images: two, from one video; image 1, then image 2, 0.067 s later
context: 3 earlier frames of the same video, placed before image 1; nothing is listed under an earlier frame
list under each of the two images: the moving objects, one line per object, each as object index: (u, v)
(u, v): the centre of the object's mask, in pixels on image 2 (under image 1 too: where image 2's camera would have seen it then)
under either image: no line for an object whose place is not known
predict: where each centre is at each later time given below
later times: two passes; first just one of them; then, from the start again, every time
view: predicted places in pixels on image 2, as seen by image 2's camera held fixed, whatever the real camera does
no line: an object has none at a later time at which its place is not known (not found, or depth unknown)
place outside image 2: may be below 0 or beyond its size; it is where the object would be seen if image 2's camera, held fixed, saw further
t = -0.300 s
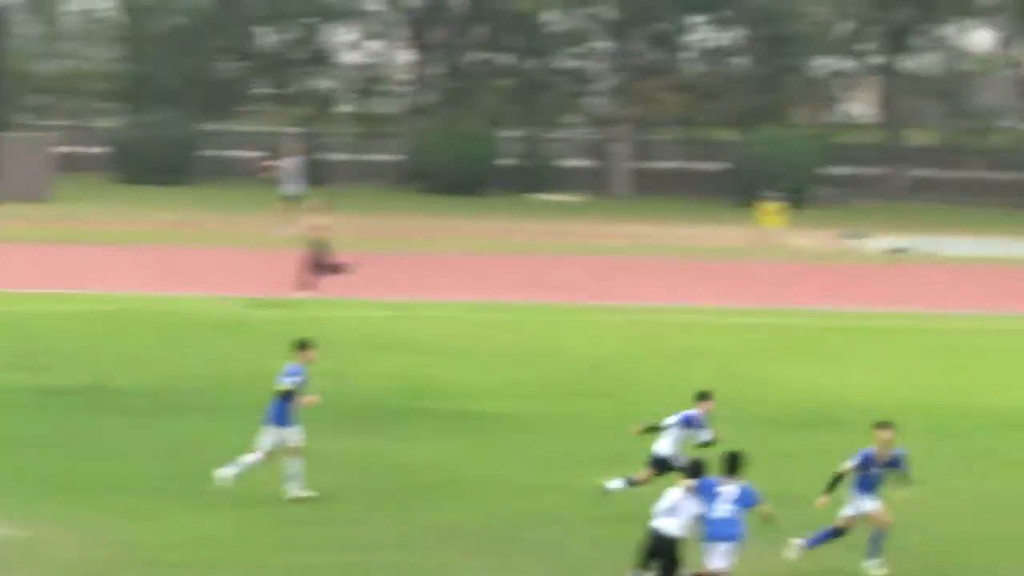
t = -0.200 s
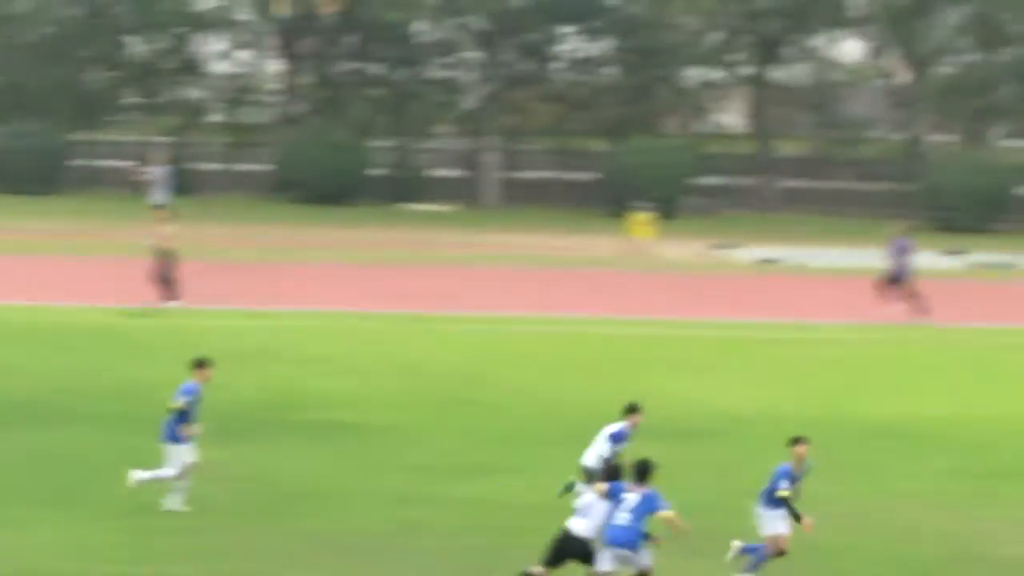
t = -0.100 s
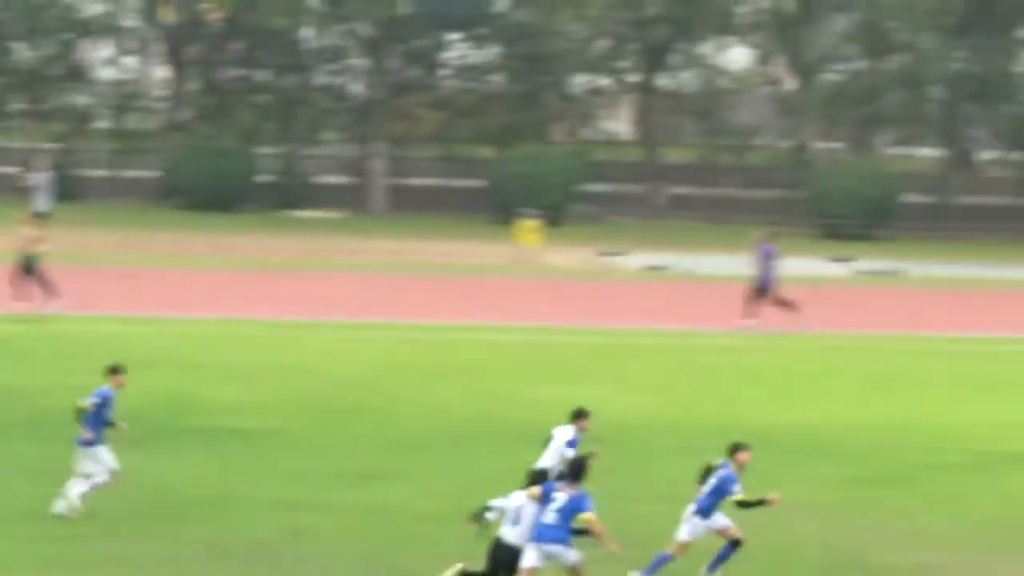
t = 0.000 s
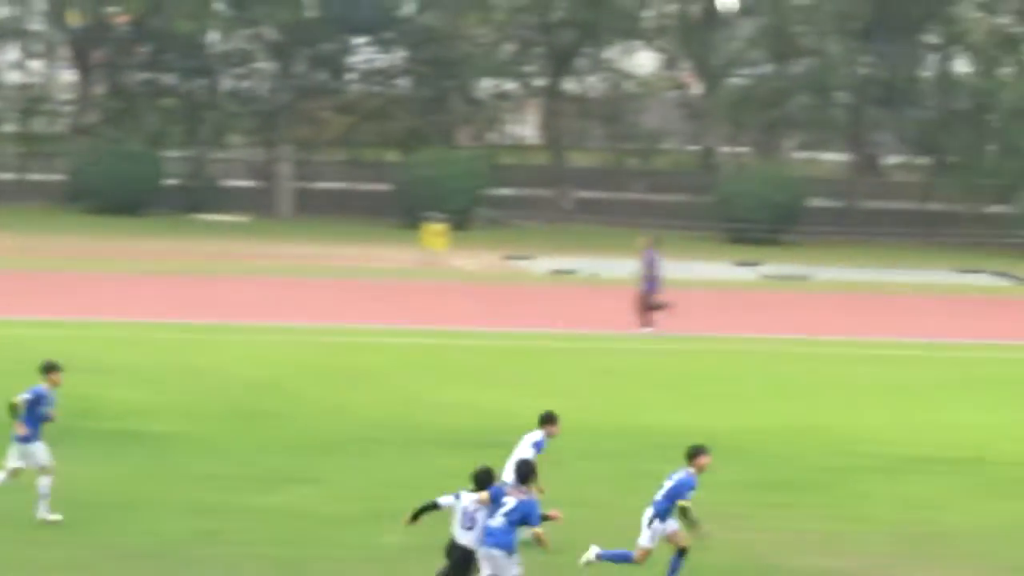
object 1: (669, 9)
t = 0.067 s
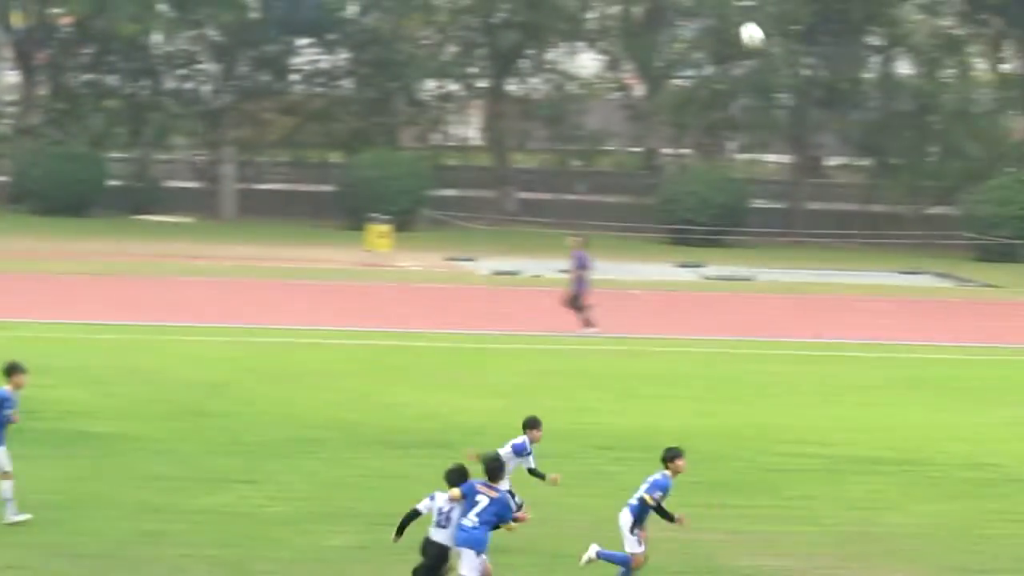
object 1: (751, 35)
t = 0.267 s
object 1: (1008, 148)
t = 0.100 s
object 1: (793, 52)
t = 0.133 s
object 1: (834, 70)
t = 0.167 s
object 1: (877, 87)
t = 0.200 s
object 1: (920, 106)
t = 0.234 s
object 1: (964, 127)
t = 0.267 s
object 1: (1008, 148)
